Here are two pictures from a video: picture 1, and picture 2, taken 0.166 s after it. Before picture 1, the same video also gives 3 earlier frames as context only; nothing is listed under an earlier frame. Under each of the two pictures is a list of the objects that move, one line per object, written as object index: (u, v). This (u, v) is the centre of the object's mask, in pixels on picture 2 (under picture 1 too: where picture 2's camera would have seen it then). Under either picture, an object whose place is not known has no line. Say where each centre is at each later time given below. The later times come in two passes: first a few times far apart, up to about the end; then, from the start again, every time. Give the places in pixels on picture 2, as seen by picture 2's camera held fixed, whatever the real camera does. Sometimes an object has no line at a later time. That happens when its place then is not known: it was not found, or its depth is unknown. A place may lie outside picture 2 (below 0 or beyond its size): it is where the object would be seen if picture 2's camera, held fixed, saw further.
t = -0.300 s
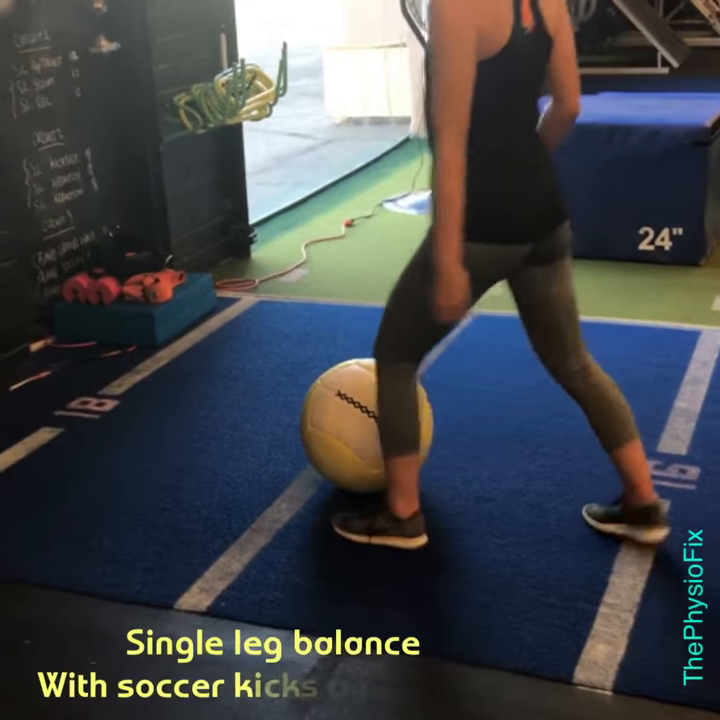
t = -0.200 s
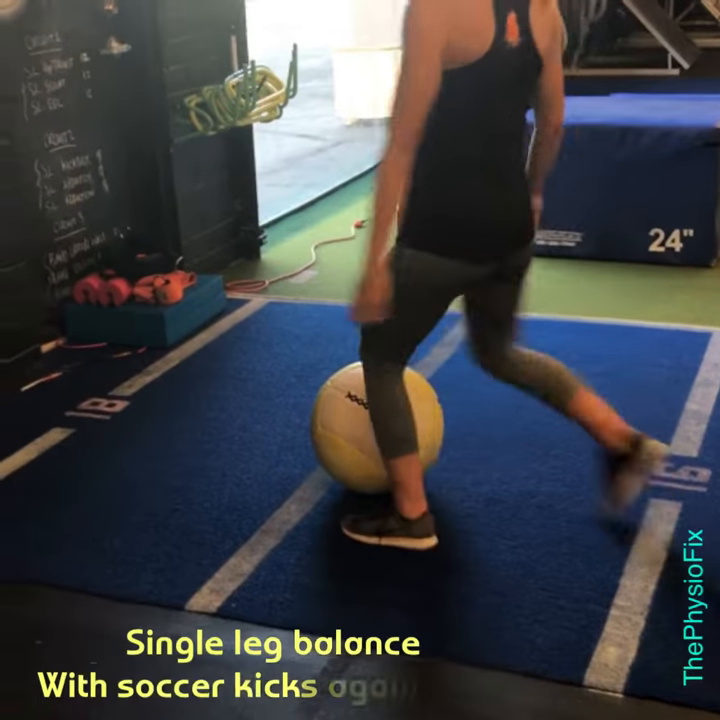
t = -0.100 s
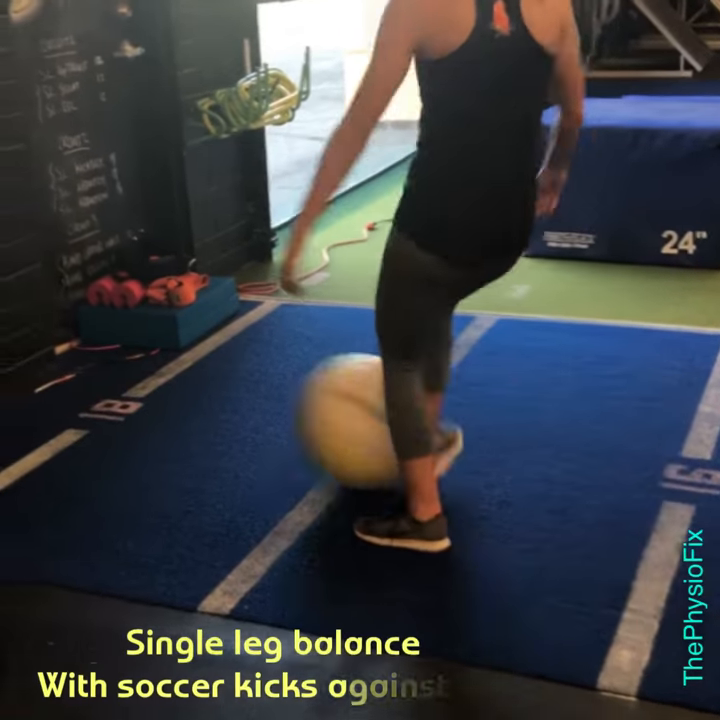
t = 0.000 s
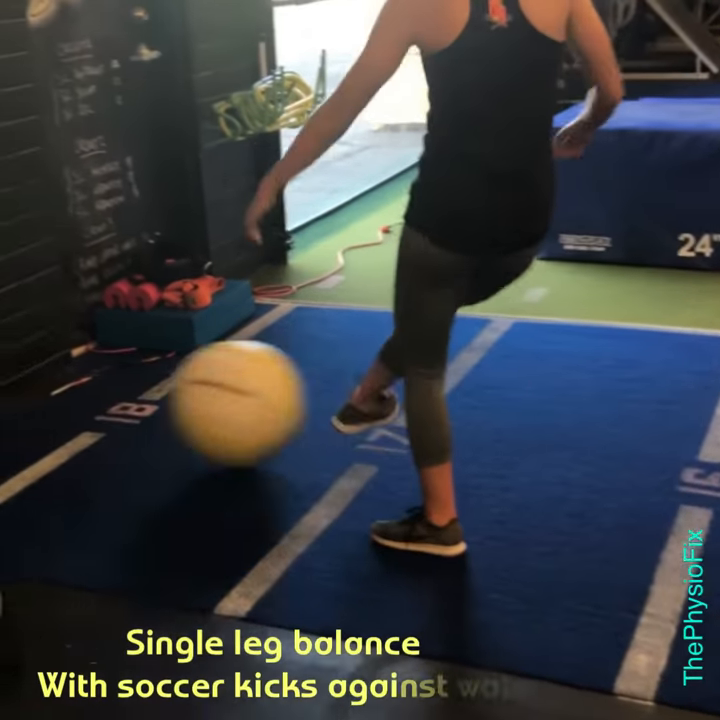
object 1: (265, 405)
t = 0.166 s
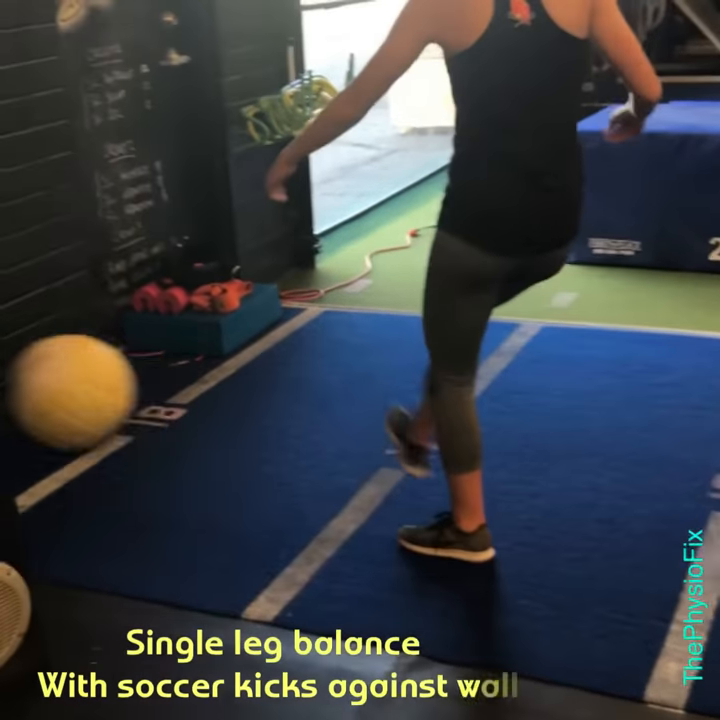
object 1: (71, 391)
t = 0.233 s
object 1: (38, 377)
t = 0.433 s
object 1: (120, 383)
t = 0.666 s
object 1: (176, 400)
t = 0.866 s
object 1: (219, 404)
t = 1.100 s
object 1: (270, 404)
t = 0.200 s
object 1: (45, 387)
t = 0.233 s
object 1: (38, 377)
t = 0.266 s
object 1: (46, 370)
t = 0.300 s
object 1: (59, 367)
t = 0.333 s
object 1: (74, 366)
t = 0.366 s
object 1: (89, 369)
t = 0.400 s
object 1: (105, 374)
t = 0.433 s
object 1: (120, 383)
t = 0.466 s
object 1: (137, 396)
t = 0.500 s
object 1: (148, 401)
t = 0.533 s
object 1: (153, 395)
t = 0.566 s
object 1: (158, 391)
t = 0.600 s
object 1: (164, 391)
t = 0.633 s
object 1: (170, 394)
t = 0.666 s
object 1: (176, 400)
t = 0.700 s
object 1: (183, 404)
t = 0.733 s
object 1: (190, 401)
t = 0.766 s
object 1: (197, 401)
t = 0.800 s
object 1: (205, 404)
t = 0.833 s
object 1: (212, 404)
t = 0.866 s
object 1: (219, 404)
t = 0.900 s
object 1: (227, 404)
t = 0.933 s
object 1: (234, 405)
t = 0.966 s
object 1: (242, 404)
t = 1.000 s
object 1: (249, 405)
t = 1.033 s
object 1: (256, 404)
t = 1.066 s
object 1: (263, 404)
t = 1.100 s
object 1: (270, 404)
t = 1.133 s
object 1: (277, 403)
